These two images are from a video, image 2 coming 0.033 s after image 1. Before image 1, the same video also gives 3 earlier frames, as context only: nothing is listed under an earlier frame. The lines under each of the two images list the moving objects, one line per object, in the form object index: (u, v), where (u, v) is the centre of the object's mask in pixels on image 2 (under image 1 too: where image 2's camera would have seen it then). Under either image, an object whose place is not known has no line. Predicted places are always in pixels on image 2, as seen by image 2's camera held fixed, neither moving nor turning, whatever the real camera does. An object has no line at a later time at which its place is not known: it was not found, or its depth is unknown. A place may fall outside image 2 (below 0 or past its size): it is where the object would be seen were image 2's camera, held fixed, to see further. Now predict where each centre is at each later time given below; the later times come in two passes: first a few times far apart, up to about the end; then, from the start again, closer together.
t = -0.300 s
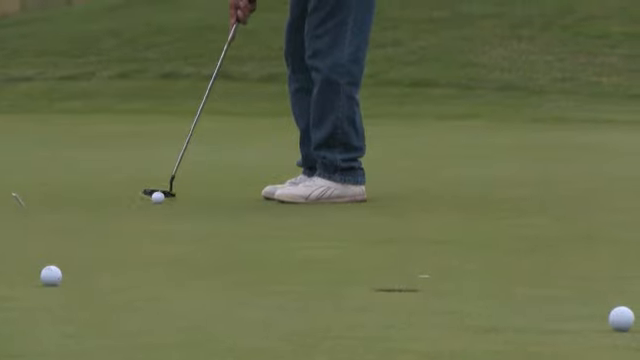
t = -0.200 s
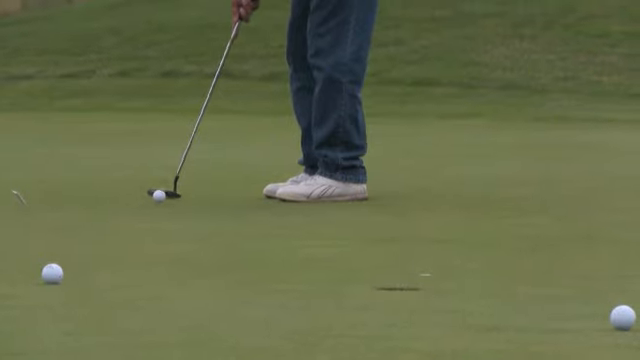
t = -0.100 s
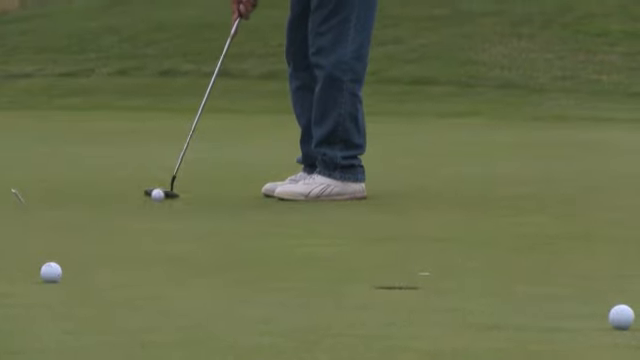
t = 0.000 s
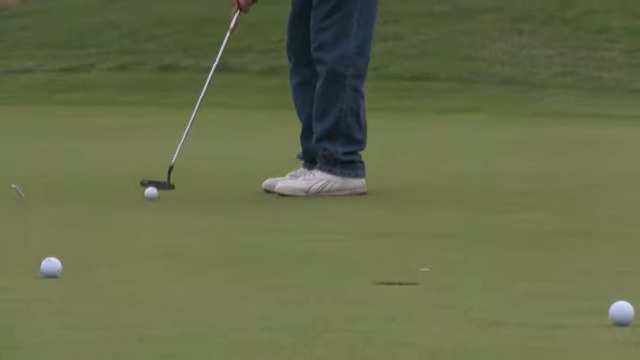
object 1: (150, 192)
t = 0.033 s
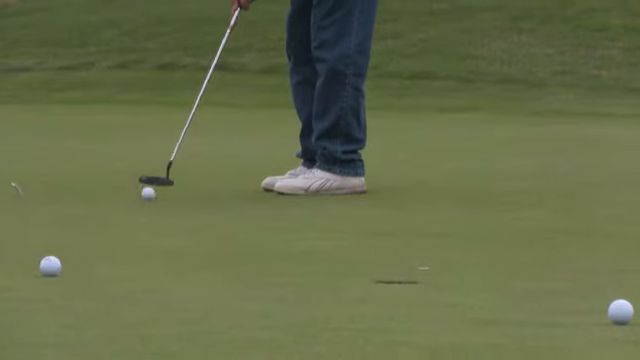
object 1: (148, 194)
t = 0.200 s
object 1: (140, 201)
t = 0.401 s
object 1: (132, 209)
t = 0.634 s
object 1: (127, 218)
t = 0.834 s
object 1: (127, 225)
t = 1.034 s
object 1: (129, 232)
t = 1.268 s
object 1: (138, 238)
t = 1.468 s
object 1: (149, 245)
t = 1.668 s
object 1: (164, 251)
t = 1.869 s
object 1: (183, 257)
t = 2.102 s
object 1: (207, 262)
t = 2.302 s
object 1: (232, 266)
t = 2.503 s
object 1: (259, 269)
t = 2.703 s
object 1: (287, 272)
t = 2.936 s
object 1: (318, 275)
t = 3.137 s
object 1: (344, 277)
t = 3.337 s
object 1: (367, 278)
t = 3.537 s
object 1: (384, 278)
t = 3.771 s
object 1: (400, 279)
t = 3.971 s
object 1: (407, 280)
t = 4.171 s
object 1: (409, 279)
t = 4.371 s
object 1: (411, 280)
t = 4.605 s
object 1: (412, 279)
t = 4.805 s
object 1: (412, 279)
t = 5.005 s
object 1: (412, 280)
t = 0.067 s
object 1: (146, 194)
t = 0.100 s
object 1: (144, 198)
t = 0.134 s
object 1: (142, 198)
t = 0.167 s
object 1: (141, 198)
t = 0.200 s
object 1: (140, 201)
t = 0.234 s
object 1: (138, 203)
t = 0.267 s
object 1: (137, 205)
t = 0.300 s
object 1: (135, 206)
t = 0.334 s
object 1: (134, 207)
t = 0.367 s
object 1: (133, 208)
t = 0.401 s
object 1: (132, 209)
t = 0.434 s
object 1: (131, 211)
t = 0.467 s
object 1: (131, 213)
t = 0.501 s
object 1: (130, 213)
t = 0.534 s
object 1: (129, 215)
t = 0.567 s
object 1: (129, 215)
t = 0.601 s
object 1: (128, 218)
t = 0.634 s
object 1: (127, 218)
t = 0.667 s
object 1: (127, 219)
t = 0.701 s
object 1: (127, 220)
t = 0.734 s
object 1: (127, 221)
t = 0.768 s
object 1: (127, 223)
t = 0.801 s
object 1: (127, 223)
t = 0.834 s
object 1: (127, 225)
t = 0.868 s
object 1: (127, 226)
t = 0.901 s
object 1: (127, 227)
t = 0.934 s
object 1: (128, 228)
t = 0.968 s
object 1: (128, 229)
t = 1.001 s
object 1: (128, 230)
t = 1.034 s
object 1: (129, 232)
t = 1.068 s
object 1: (130, 232)
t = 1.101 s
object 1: (131, 233)
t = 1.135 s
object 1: (132, 234)
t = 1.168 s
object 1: (133, 235)
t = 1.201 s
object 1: (134, 236)
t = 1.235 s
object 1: (136, 237)
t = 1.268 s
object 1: (138, 238)
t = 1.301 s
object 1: (139, 240)
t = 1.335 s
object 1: (141, 241)
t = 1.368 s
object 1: (143, 242)
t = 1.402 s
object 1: (145, 243)
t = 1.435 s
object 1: (147, 244)
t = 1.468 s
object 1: (149, 245)
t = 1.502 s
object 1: (151, 246)
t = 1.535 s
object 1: (153, 247)
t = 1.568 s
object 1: (156, 248)
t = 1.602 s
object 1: (158, 249)
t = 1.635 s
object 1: (161, 250)
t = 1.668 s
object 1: (164, 251)
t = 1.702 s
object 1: (167, 252)
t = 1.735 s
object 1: (169, 253)
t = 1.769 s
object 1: (173, 254)
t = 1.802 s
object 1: (176, 254)
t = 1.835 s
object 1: (180, 256)
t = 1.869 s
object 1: (183, 257)
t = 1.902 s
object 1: (186, 257)
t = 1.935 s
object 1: (190, 258)
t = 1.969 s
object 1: (193, 259)
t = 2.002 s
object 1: (196, 260)
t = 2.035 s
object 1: (200, 261)
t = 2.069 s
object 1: (203, 261)
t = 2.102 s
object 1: (207, 262)
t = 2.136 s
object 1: (211, 262)
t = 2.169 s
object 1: (214, 263)
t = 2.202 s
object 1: (218, 263)
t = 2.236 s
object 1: (223, 264)
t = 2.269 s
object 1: (227, 265)
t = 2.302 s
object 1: (232, 266)
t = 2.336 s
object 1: (236, 266)
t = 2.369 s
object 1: (241, 267)
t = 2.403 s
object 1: (245, 267)
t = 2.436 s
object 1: (249, 268)
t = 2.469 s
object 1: (254, 269)
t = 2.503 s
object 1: (259, 269)
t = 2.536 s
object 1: (264, 270)
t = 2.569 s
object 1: (268, 270)
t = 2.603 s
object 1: (273, 271)
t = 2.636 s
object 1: (277, 271)
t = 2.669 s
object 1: (282, 272)
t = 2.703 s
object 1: (287, 272)
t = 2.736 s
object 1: (291, 272)
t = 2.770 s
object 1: (296, 273)
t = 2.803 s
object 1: (300, 273)
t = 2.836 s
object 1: (305, 274)
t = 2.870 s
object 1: (310, 274)
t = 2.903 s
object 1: (314, 275)
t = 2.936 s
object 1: (318, 275)
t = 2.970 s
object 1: (323, 275)
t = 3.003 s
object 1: (327, 275)
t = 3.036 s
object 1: (331, 276)
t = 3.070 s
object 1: (335, 276)
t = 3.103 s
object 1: (339, 277)
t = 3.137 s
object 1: (344, 277)
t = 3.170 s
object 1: (348, 277)
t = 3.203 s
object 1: (353, 277)
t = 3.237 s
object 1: (356, 278)
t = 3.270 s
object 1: (360, 278)
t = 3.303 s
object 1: (364, 278)
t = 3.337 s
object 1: (367, 278)
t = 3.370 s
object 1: (371, 278)
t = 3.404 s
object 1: (373, 278)
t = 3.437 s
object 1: (376, 278)
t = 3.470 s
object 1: (379, 278)
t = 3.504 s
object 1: (381, 278)
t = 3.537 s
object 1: (384, 278)
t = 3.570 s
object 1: (386, 279)
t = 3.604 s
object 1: (389, 279)
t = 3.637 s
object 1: (391, 279)
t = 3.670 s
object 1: (393, 279)
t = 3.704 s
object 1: (395, 279)
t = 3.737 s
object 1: (398, 279)
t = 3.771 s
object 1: (400, 279)
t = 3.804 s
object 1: (402, 279)
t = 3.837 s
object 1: (403, 279)
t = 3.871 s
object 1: (404, 279)
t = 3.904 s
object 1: (405, 279)
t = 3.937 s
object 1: (406, 279)
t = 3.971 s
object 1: (407, 280)
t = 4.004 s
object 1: (408, 280)
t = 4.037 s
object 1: (408, 279)
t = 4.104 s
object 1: (409, 279)
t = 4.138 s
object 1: (409, 279)
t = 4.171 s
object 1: (409, 279)
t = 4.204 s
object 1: (409, 279)
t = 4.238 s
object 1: (410, 279)
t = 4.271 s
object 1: (410, 280)
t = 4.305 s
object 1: (411, 279)
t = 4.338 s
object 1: (411, 279)
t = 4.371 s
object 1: (411, 280)
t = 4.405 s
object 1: (412, 280)
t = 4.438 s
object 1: (412, 280)
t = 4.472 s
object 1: (412, 279)
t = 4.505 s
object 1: (412, 279)
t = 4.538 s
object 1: (411, 279)
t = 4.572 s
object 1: (412, 279)
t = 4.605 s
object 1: (412, 279)
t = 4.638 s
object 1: (412, 279)
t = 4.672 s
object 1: (412, 279)
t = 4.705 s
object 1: (412, 280)
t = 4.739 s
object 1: (412, 280)
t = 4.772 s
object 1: (412, 280)
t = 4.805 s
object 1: (412, 279)
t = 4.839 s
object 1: (412, 280)
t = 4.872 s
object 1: (412, 280)
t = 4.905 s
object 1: (412, 279)
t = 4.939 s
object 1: (412, 279)
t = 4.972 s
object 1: (412, 279)
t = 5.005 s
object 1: (412, 280)
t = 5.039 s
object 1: (412, 279)
